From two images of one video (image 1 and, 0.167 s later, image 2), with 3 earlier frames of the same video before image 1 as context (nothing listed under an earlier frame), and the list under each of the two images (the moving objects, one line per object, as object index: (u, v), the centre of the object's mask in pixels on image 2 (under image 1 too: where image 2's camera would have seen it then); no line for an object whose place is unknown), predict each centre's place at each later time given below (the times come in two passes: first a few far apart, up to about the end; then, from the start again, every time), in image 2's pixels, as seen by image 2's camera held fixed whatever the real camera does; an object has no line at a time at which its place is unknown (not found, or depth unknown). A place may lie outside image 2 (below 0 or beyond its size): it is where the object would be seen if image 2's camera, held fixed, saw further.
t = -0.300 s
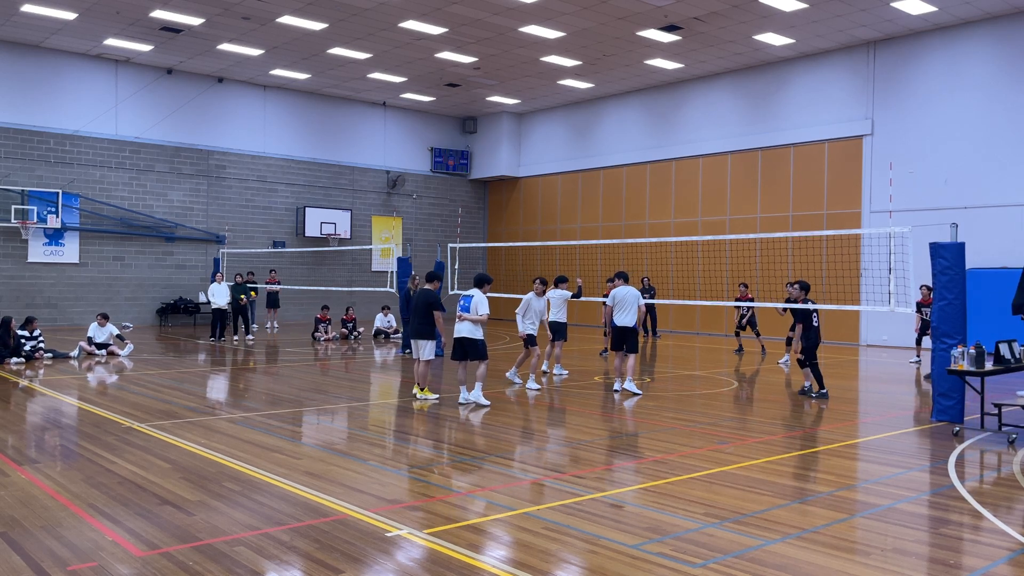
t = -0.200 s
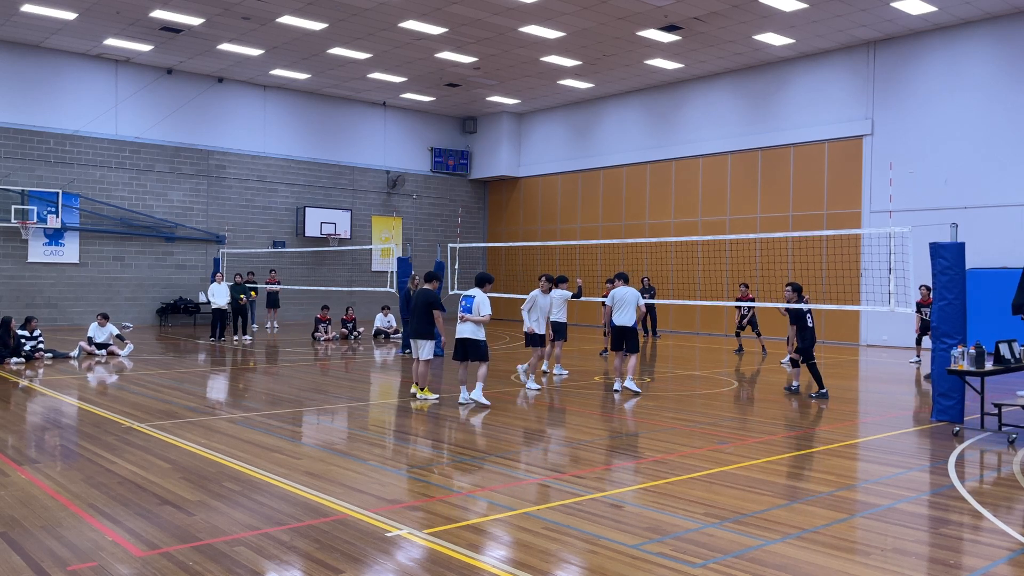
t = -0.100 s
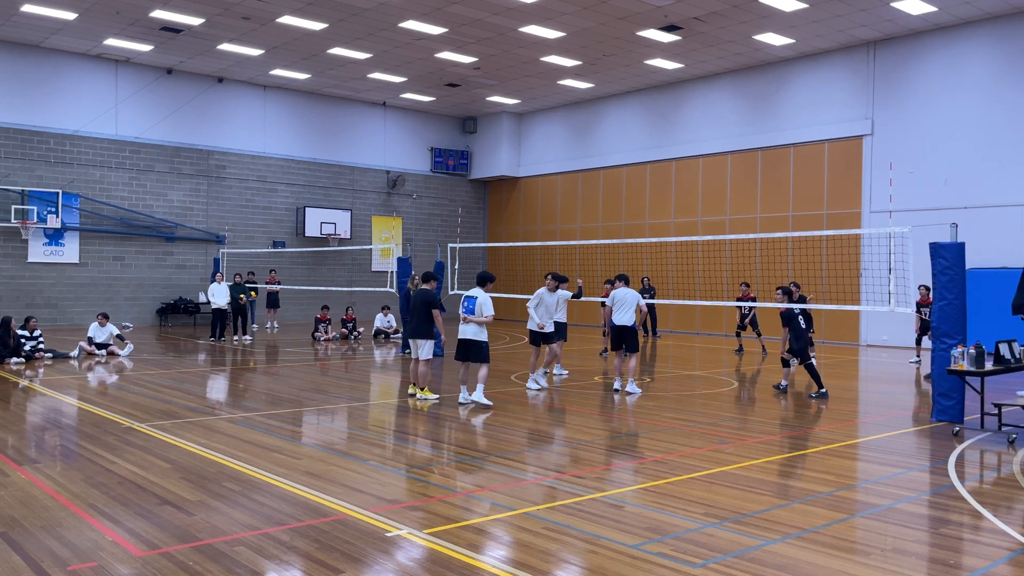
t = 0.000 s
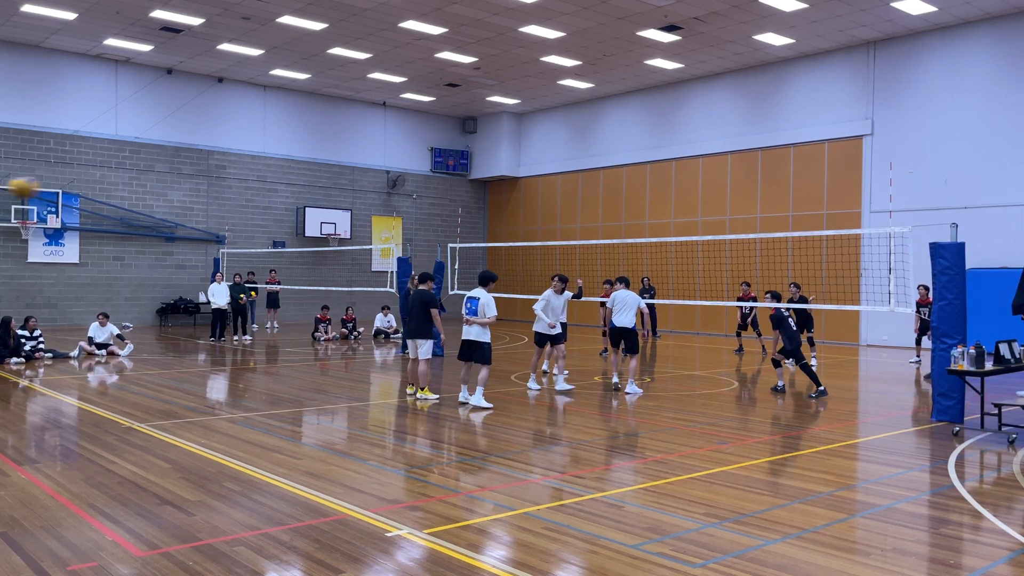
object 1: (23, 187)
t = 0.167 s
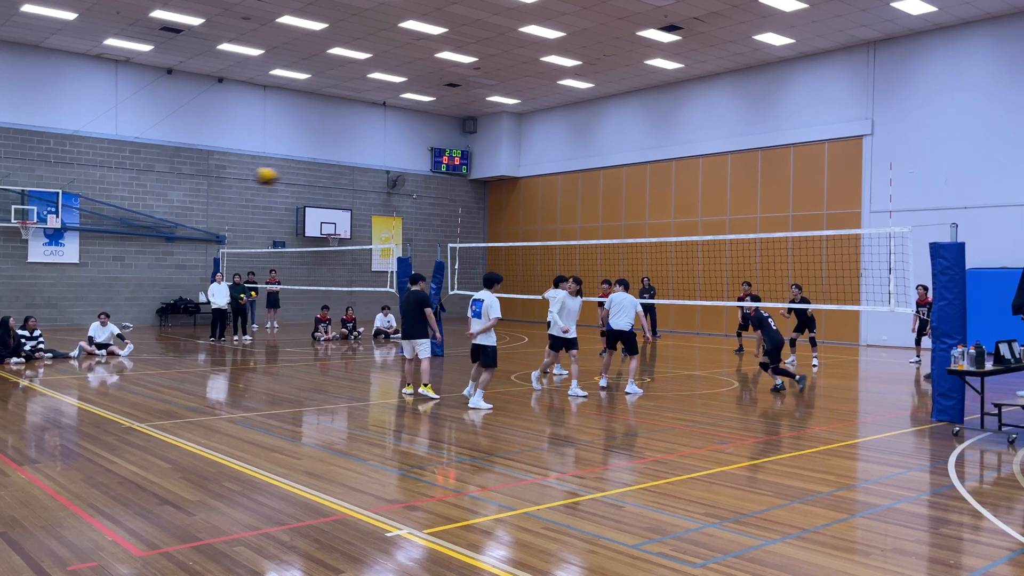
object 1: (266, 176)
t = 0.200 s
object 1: (306, 177)
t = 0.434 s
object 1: (543, 205)
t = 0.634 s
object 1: (691, 248)
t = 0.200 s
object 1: (306, 177)
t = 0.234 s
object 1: (346, 178)
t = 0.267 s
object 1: (382, 182)
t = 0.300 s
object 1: (418, 185)
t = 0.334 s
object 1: (452, 189)
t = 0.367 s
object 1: (484, 194)
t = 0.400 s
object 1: (513, 198)
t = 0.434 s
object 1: (543, 205)
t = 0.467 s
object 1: (570, 211)
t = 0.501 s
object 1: (597, 218)
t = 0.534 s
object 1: (622, 224)
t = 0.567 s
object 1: (646, 231)
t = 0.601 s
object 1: (669, 239)
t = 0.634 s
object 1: (691, 248)
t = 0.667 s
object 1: (714, 257)
